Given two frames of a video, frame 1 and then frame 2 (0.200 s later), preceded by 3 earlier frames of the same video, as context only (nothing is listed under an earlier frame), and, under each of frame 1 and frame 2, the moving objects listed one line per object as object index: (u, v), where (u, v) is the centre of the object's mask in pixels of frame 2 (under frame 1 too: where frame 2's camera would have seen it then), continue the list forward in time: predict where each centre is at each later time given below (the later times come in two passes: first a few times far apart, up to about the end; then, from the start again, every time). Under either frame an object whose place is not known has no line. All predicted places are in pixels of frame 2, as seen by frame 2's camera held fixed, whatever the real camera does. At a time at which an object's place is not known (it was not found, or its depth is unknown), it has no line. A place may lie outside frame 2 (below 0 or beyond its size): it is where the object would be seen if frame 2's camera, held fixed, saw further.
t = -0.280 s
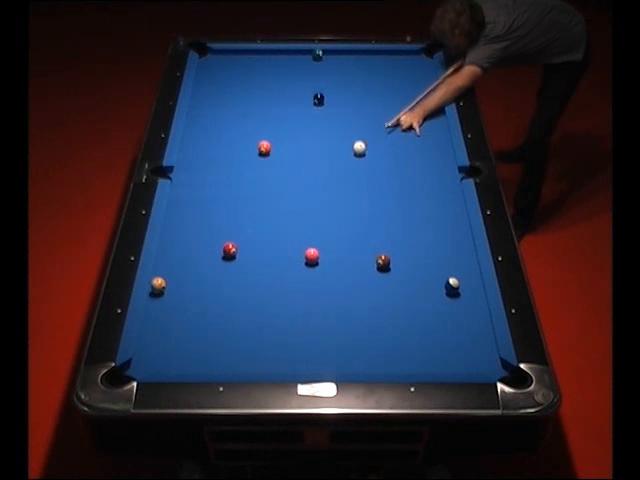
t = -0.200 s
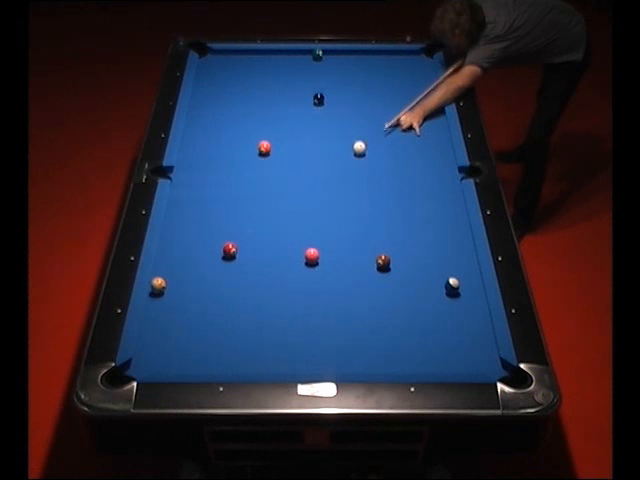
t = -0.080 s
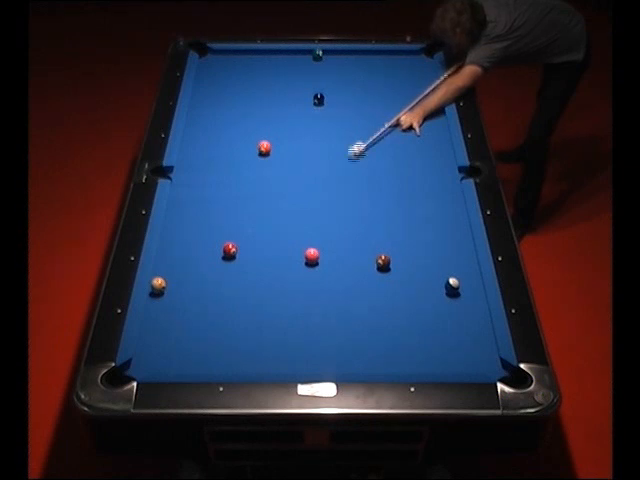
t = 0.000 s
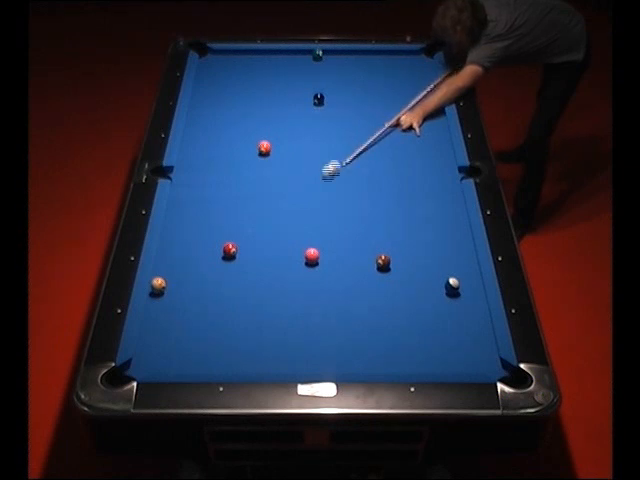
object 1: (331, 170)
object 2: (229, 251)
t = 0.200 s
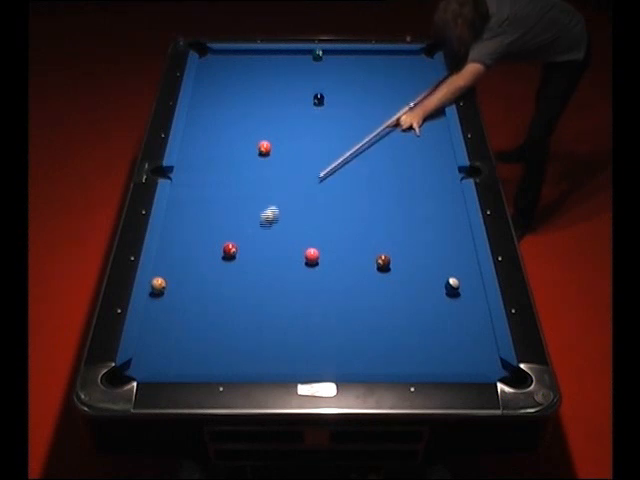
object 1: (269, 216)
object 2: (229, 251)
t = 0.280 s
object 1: (244, 236)
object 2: (229, 251)
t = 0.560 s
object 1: (208, 242)
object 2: (198, 298)
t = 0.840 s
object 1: (178, 241)
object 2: (165, 348)
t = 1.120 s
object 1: (172, 239)
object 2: (121, 378)
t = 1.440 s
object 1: (187, 236)
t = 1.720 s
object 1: (199, 234)
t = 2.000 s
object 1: (209, 232)
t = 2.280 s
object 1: (218, 230)
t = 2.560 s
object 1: (224, 228)
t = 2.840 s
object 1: (230, 226)
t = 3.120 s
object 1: (233, 226)
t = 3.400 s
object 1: (236, 225)
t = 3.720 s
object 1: (236, 225)
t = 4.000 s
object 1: (236, 225)
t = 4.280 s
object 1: (236, 225)
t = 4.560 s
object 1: (236, 225)
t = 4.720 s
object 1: (236, 225)
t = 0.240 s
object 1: (258, 225)
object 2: (229, 251)
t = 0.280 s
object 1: (244, 236)
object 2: (229, 251)
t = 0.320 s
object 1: (237, 239)
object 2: (229, 251)
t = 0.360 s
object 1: (230, 241)
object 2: (224, 258)
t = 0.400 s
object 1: (225, 242)
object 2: (218, 268)
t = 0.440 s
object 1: (221, 242)
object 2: (213, 275)
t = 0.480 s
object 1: (216, 242)
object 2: (207, 283)
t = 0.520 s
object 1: (212, 242)
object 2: (203, 291)
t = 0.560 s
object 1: (208, 242)
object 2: (198, 298)
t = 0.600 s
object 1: (203, 241)
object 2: (193, 305)
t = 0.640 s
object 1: (199, 241)
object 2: (189, 312)
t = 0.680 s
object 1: (195, 241)
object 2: (184, 319)
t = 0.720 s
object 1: (191, 241)
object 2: (179, 326)
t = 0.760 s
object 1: (187, 241)
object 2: (175, 333)
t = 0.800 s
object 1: (182, 241)
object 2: (170, 341)
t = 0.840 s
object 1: (178, 241)
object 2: (165, 348)
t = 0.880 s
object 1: (174, 241)
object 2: (160, 355)
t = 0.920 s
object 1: (170, 241)
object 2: (155, 361)
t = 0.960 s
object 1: (166, 241)
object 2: (150, 366)
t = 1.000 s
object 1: (166, 241)
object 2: (143, 368)
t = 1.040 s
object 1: (168, 240)
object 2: (135, 369)
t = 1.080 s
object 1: (170, 240)
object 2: (125, 371)
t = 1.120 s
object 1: (172, 239)
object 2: (121, 378)
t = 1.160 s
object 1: (174, 239)
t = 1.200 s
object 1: (176, 238)
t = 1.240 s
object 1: (178, 238)
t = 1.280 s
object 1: (180, 237)
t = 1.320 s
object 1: (182, 237)
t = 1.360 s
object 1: (183, 237)
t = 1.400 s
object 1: (185, 236)
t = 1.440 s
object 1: (187, 236)
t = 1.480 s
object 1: (189, 235)
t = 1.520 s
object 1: (191, 235)
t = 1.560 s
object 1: (192, 234)
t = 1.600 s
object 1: (194, 234)
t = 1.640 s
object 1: (196, 234)
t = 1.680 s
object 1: (198, 234)
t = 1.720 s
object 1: (199, 234)
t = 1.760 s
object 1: (201, 233)
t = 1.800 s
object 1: (202, 233)
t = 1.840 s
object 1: (204, 233)
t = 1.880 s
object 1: (205, 233)
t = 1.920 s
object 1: (207, 232)
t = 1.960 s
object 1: (208, 232)
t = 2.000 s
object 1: (209, 232)
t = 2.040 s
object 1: (211, 231)
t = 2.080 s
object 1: (212, 231)
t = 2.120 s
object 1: (213, 231)
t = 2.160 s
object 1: (214, 230)
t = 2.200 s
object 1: (215, 230)
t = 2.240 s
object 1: (216, 230)
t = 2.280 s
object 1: (218, 230)
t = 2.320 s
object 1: (219, 229)
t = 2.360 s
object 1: (220, 229)
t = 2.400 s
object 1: (221, 229)
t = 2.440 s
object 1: (222, 228)
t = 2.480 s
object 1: (223, 228)
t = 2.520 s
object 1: (224, 228)
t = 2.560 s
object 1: (224, 228)
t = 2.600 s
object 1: (225, 227)
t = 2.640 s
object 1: (226, 227)
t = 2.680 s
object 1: (227, 227)
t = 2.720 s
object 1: (228, 227)
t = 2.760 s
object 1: (228, 227)
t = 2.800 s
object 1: (229, 227)
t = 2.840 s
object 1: (230, 226)
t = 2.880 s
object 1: (230, 226)
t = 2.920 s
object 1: (231, 226)
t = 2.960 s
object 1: (231, 226)
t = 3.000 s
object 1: (232, 226)
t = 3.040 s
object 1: (233, 226)
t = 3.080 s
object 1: (233, 226)
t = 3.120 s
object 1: (233, 226)
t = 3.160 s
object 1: (234, 225)
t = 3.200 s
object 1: (234, 226)
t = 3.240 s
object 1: (235, 226)
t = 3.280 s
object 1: (235, 226)
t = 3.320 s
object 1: (235, 225)
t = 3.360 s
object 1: (235, 225)
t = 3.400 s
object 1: (236, 225)
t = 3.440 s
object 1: (236, 225)
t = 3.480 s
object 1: (236, 225)
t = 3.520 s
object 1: (236, 225)
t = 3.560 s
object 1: (236, 225)
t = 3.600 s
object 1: (236, 225)
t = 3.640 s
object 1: (236, 225)
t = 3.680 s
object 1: (236, 225)
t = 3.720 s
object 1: (236, 225)
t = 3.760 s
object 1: (236, 225)
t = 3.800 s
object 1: (236, 226)
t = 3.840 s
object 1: (236, 225)
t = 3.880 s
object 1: (236, 225)
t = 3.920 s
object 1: (236, 225)
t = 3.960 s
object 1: (236, 226)
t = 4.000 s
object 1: (236, 225)
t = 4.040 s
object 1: (236, 225)
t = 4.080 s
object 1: (236, 225)
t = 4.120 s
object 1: (236, 225)
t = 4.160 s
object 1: (236, 225)
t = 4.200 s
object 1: (236, 225)
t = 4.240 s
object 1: (236, 225)
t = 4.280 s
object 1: (236, 225)
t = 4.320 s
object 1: (236, 225)
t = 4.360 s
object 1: (236, 225)
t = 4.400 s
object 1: (236, 225)
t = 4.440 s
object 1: (236, 225)
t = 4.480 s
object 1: (236, 225)
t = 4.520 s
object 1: (236, 225)
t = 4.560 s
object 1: (236, 225)
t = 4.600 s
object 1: (236, 225)
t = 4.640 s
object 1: (236, 225)
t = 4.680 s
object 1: (236, 225)
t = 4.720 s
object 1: (236, 225)
